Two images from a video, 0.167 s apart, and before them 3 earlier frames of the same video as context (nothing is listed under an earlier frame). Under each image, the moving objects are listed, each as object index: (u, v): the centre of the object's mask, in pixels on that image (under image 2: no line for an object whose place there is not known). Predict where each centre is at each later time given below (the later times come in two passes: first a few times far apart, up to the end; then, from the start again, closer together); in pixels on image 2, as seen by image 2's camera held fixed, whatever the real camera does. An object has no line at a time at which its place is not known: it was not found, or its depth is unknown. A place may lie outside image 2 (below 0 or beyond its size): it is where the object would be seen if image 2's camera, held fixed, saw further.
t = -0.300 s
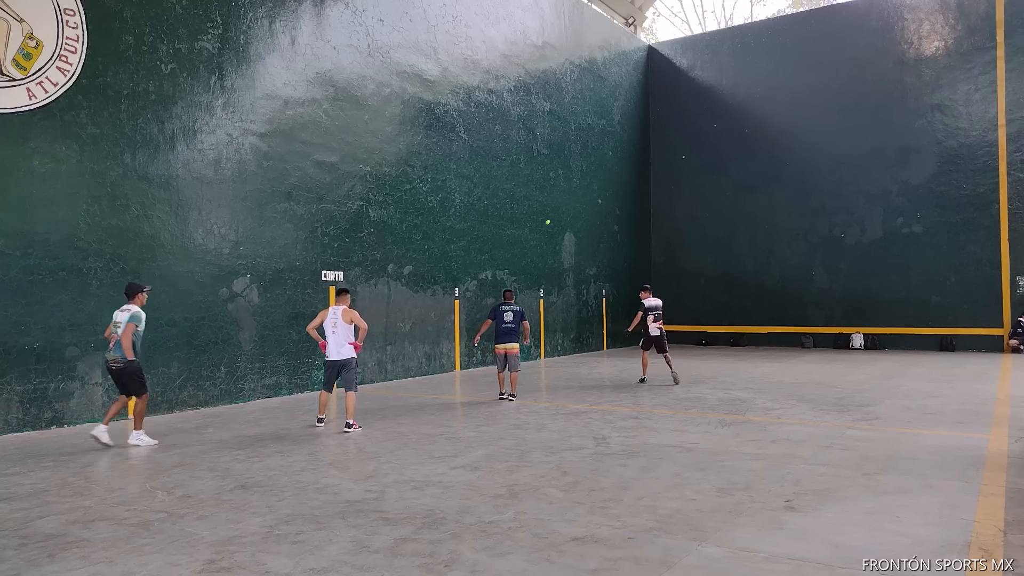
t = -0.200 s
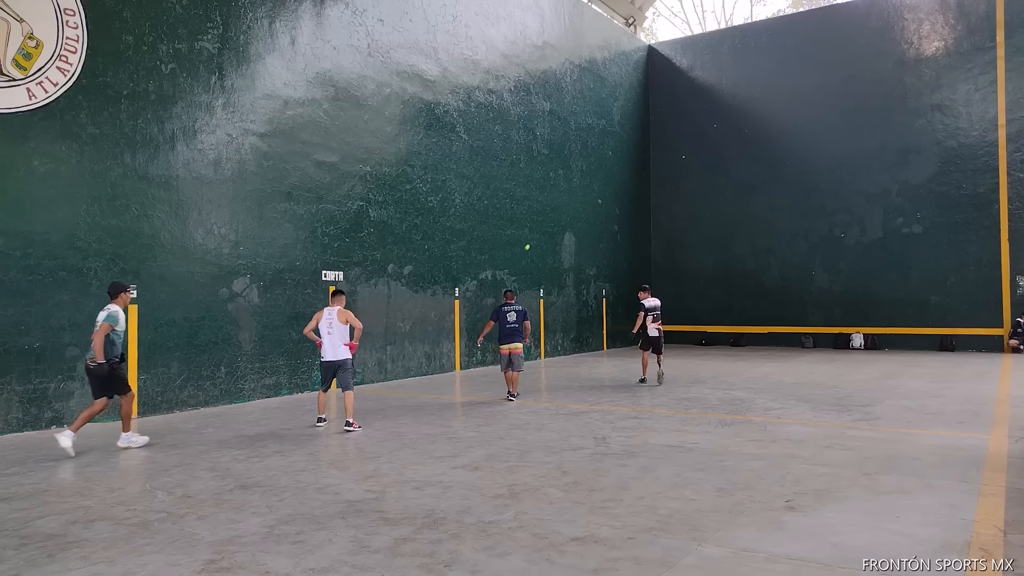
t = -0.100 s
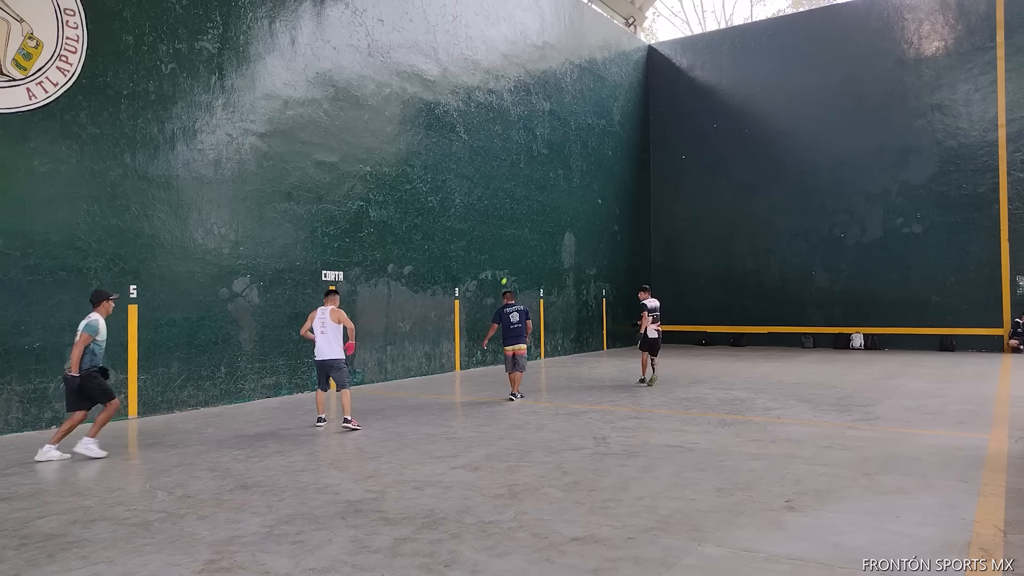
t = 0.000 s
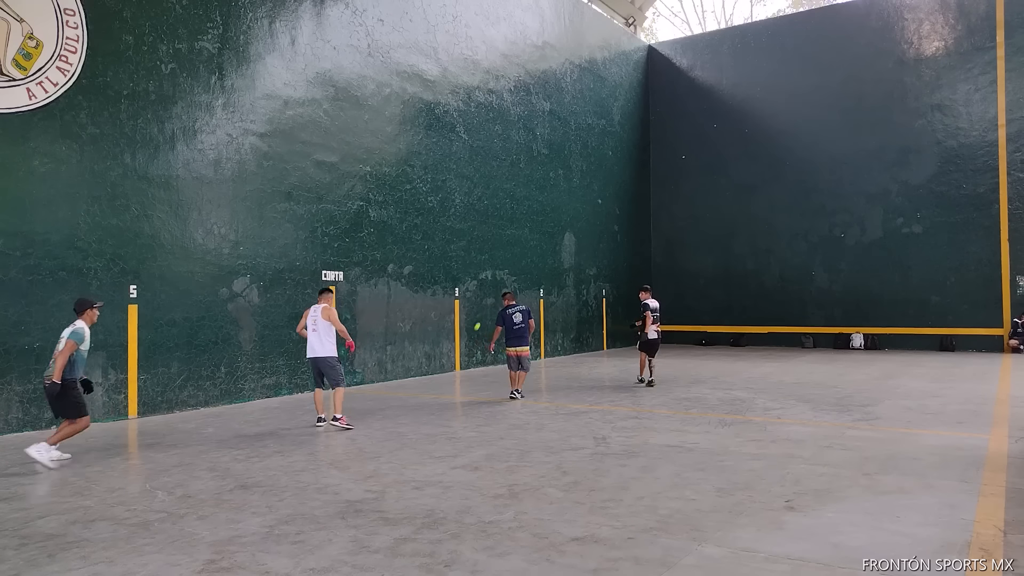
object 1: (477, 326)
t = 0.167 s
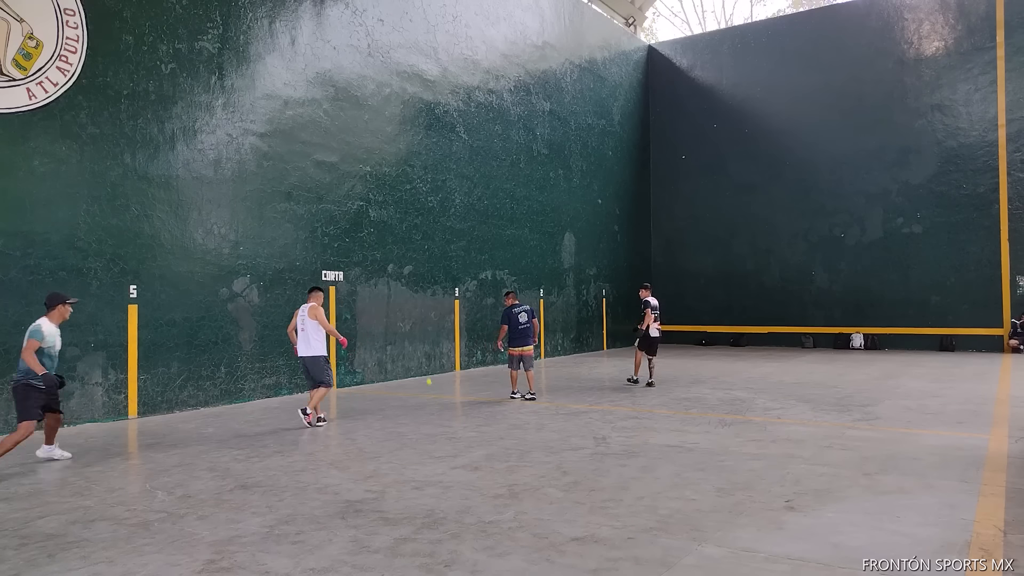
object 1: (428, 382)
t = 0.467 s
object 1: (357, 264)
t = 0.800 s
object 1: (252, 191)
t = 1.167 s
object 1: (84, 229)
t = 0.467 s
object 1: (357, 264)
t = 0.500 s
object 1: (348, 253)
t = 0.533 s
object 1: (339, 243)
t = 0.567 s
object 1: (329, 234)
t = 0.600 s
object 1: (319, 226)
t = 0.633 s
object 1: (309, 218)
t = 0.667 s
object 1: (299, 211)
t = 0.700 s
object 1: (288, 205)
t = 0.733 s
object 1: (276, 199)
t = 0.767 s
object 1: (264, 194)
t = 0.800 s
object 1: (252, 191)
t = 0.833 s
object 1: (239, 188)
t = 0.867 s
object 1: (227, 184)
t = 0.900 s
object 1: (213, 185)
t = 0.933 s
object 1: (199, 185)
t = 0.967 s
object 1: (184, 187)
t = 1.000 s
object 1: (169, 191)
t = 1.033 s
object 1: (153, 195)
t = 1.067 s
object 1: (137, 201)
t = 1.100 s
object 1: (120, 208)
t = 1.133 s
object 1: (102, 218)
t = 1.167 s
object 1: (84, 229)
